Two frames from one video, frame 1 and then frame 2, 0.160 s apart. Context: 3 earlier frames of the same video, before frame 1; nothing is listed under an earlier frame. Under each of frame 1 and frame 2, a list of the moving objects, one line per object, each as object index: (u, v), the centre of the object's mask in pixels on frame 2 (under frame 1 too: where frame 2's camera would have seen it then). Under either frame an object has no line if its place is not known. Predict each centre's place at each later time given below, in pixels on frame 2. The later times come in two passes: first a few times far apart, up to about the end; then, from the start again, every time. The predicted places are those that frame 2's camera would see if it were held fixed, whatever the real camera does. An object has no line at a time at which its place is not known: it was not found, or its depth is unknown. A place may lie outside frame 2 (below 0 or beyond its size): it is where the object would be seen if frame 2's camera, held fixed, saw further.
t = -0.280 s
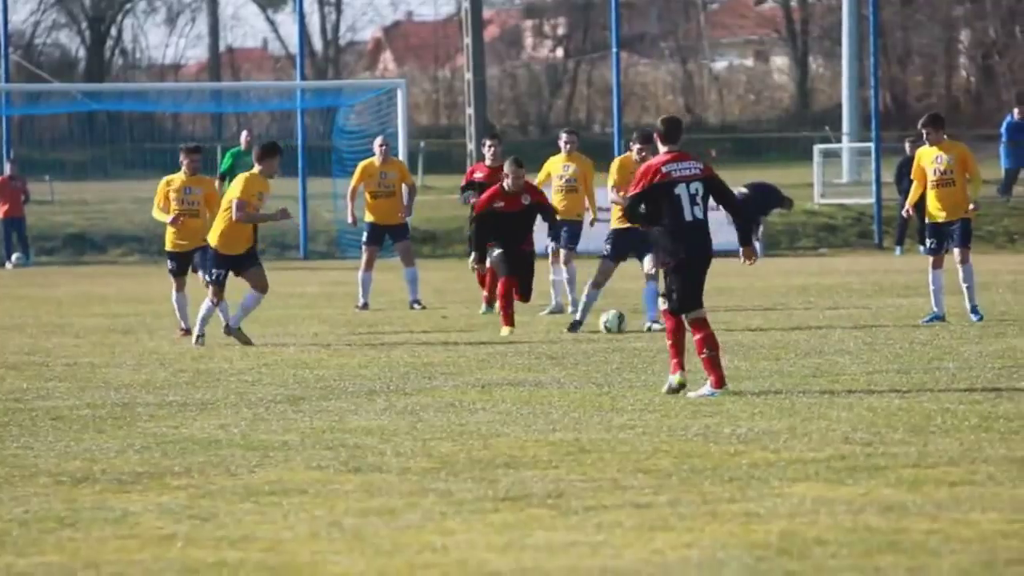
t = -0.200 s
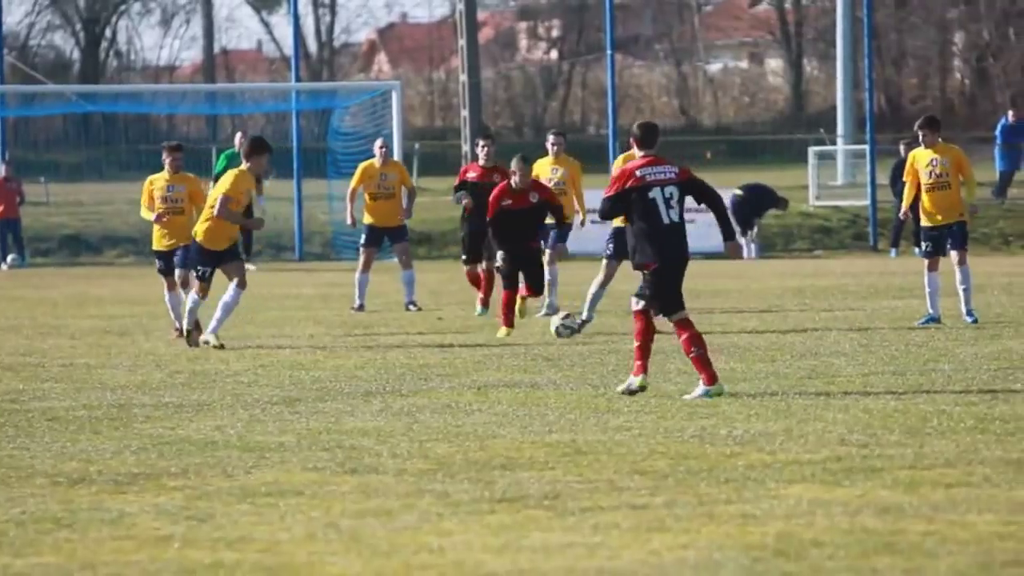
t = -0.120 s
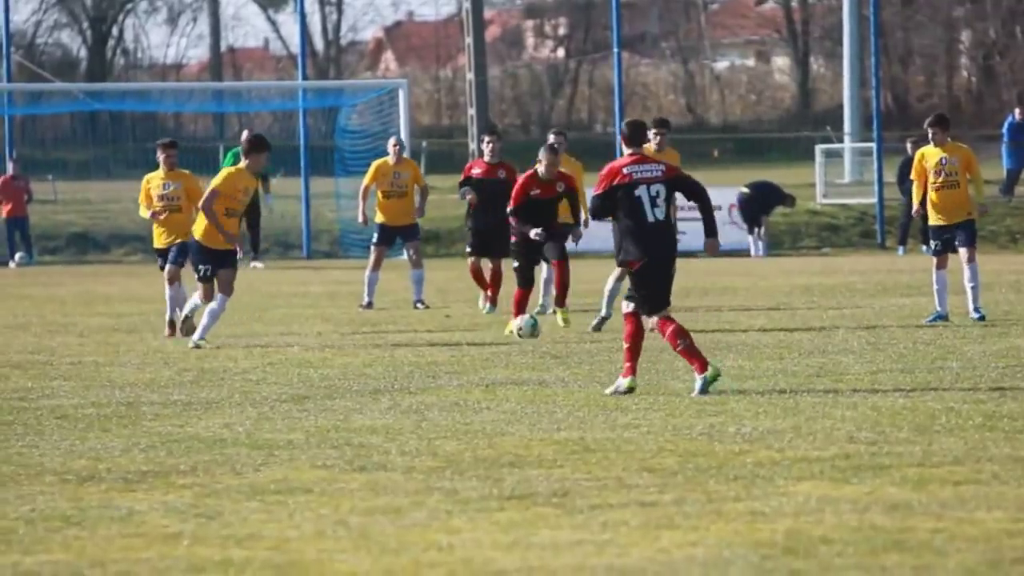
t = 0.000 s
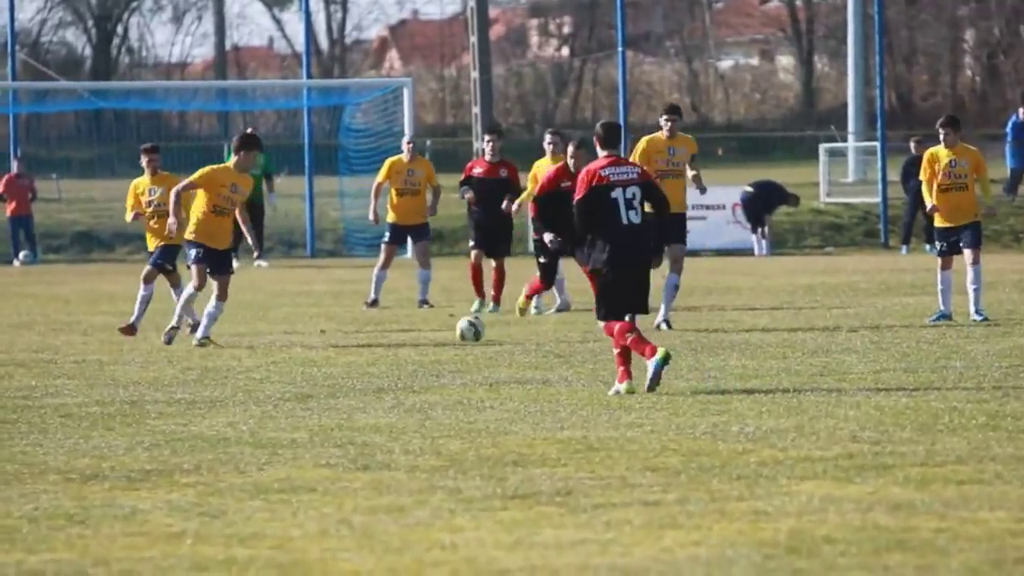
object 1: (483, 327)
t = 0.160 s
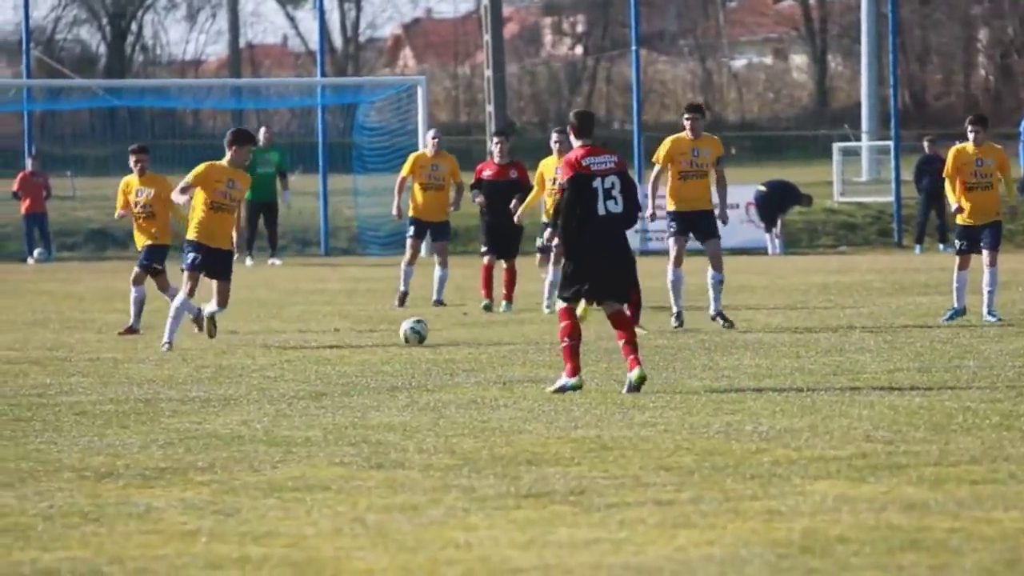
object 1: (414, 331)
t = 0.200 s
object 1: (397, 333)
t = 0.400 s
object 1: (322, 337)
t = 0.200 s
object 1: (397, 333)
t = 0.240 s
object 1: (383, 333)
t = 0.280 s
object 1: (367, 334)
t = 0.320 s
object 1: (352, 335)
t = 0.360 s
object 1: (337, 335)
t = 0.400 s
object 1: (322, 337)
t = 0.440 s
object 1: (307, 338)
